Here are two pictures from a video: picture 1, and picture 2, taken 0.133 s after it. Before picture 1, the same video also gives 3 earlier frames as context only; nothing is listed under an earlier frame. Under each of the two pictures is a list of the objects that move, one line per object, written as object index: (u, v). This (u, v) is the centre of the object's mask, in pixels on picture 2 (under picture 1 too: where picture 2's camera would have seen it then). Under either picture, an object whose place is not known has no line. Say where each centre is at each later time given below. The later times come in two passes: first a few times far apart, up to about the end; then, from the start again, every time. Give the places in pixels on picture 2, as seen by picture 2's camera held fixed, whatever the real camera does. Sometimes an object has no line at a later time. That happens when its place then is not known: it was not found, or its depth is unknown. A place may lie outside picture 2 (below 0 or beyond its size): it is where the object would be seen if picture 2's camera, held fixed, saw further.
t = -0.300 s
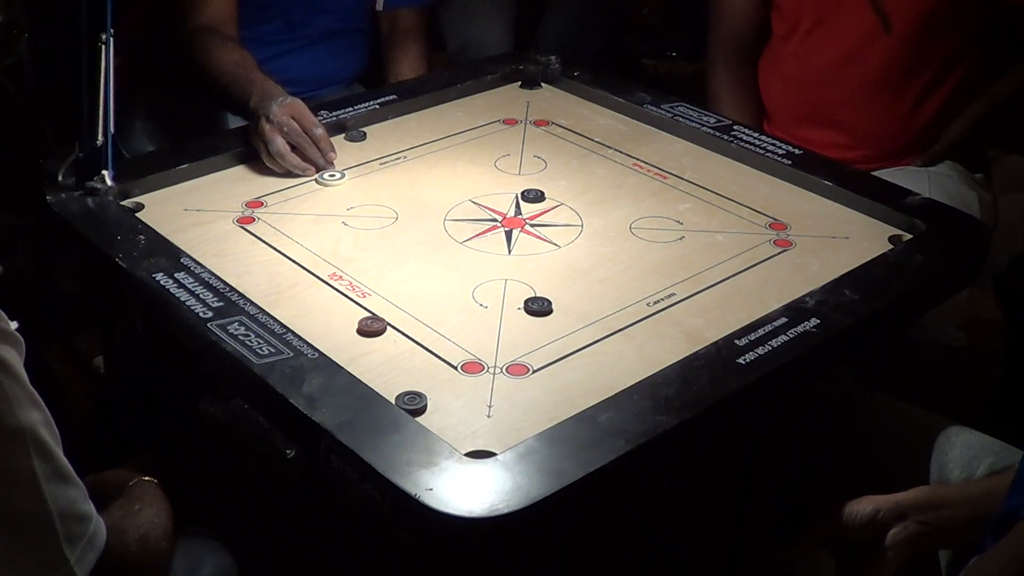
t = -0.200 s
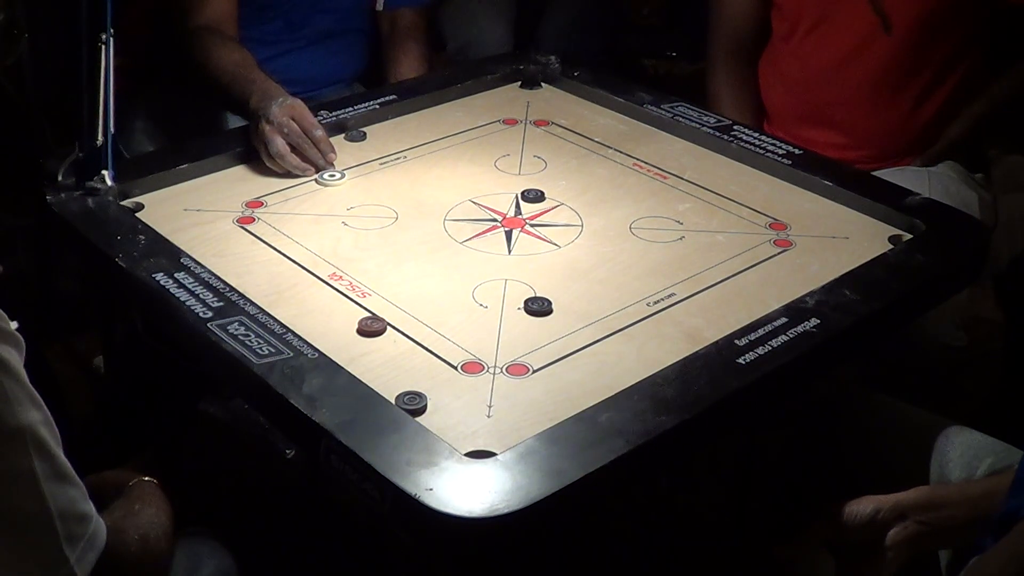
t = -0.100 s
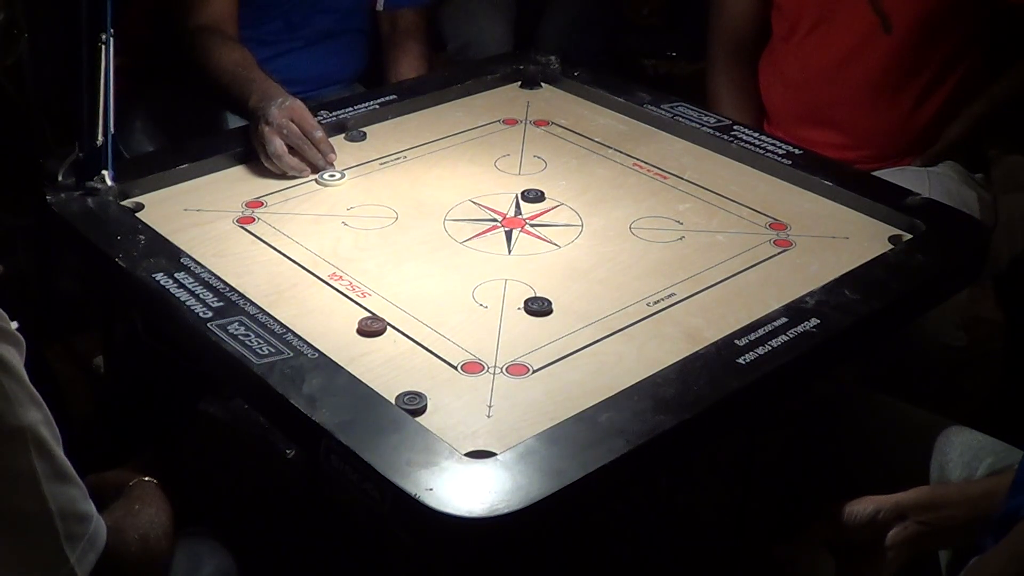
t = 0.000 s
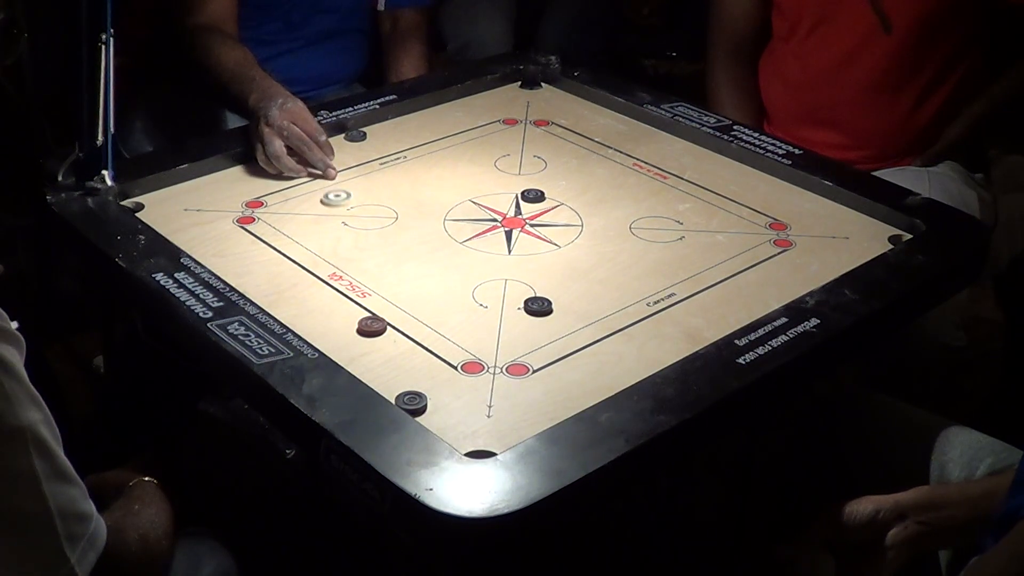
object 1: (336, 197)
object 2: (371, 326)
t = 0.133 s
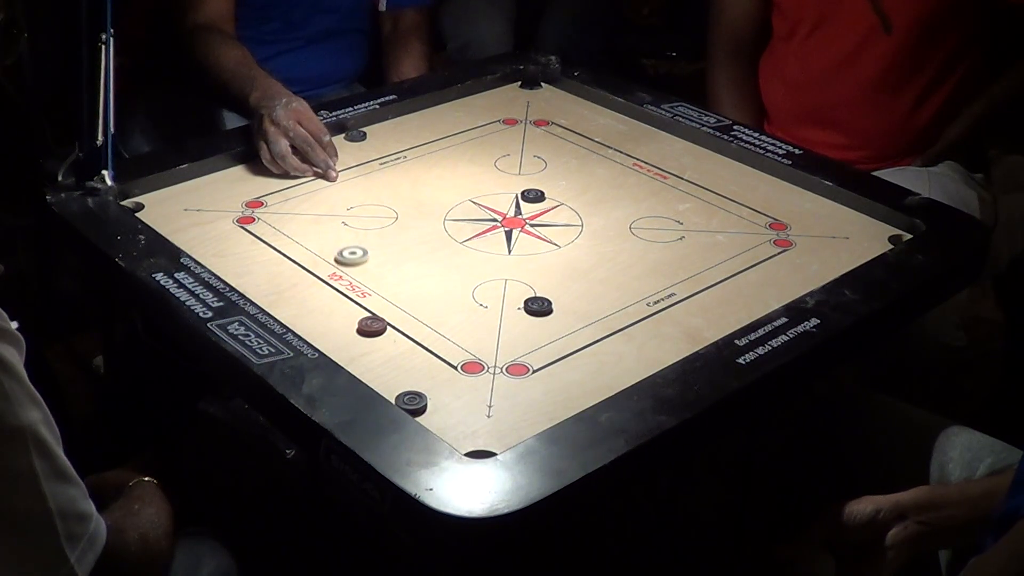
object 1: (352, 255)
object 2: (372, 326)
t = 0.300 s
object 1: (370, 321)
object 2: (382, 361)
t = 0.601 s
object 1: (383, 363)
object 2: (409, 378)
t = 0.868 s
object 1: (383, 366)
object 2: (414, 381)
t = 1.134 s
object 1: (383, 367)
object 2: (414, 381)
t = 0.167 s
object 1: (356, 270)
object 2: (372, 326)
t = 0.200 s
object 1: (360, 286)
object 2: (372, 326)
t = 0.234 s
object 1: (365, 302)
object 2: (372, 326)
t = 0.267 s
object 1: (368, 313)
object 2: (375, 338)
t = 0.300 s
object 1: (370, 321)
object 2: (382, 361)
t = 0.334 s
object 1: (372, 327)
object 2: (390, 384)
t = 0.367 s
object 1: (374, 334)
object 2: (386, 391)
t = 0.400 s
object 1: (375, 340)
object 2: (389, 389)
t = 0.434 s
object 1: (377, 345)
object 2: (394, 387)
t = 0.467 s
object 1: (379, 350)
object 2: (399, 384)
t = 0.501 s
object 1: (380, 355)
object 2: (403, 382)
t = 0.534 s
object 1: (381, 358)
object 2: (406, 380)
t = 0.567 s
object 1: (382, 361)
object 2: (409, 379)
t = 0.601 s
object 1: (383, 363)
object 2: (409, 378)
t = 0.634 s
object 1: (383, 365)
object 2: (411, 380)
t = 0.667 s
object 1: (383, 365)
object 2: (413, 381)
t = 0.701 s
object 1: (383, 367)
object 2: (414, 381)
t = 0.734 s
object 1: (383, 366)
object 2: (414, 381)
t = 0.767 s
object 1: (383, 366)
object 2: (414, 381)
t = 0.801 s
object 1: (383, 366)
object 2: (414, 381)
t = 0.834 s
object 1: (383, 366)
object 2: (414, 381)
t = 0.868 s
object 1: (383, 366)
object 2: (414, 381)
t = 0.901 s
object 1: (383, 366)
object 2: (414, 381)
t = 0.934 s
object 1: (383, 366)
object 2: (414, 381)
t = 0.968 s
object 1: (383, 367)
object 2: (414, 381)
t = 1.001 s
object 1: (383, 366)
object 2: (414, 381)
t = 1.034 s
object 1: (383, 366)
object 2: (414, 381)
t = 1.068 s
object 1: (383, 367)
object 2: (414, 381)
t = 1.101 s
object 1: (383, 367)
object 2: (414, 381)
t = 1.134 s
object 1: (383, 367)
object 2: (414, 381)
